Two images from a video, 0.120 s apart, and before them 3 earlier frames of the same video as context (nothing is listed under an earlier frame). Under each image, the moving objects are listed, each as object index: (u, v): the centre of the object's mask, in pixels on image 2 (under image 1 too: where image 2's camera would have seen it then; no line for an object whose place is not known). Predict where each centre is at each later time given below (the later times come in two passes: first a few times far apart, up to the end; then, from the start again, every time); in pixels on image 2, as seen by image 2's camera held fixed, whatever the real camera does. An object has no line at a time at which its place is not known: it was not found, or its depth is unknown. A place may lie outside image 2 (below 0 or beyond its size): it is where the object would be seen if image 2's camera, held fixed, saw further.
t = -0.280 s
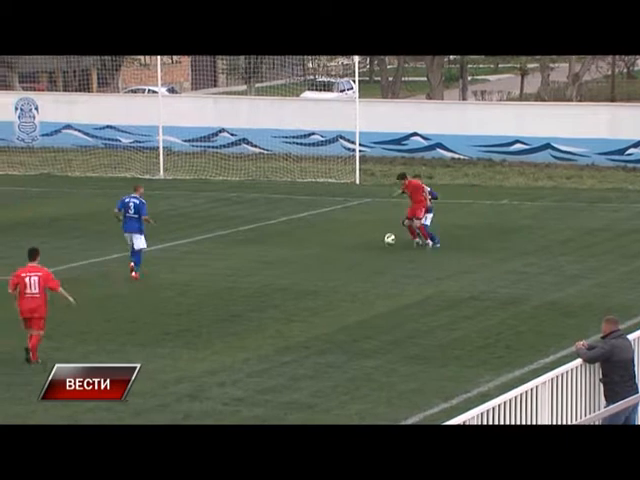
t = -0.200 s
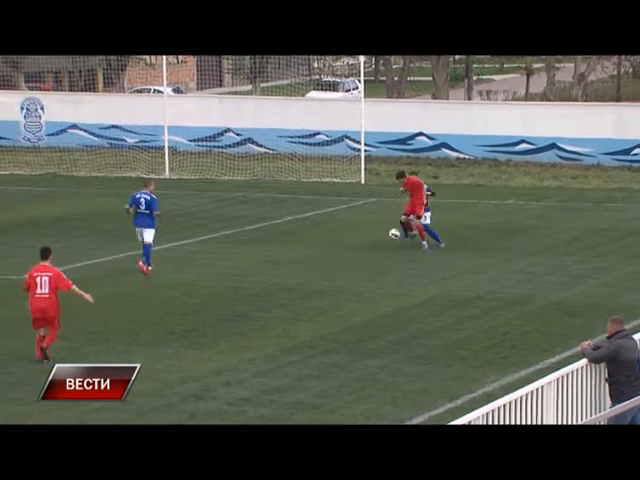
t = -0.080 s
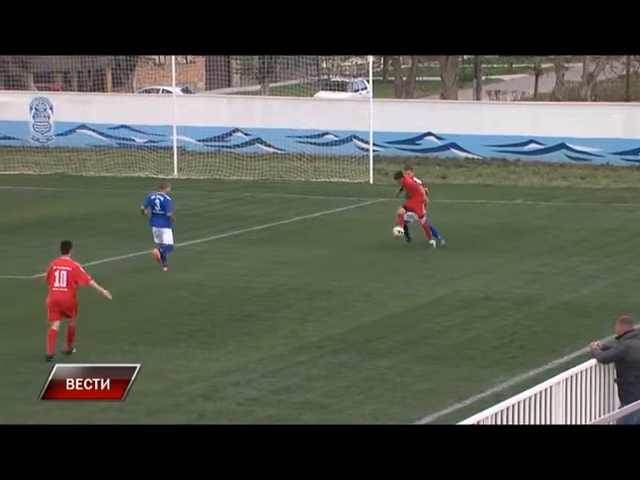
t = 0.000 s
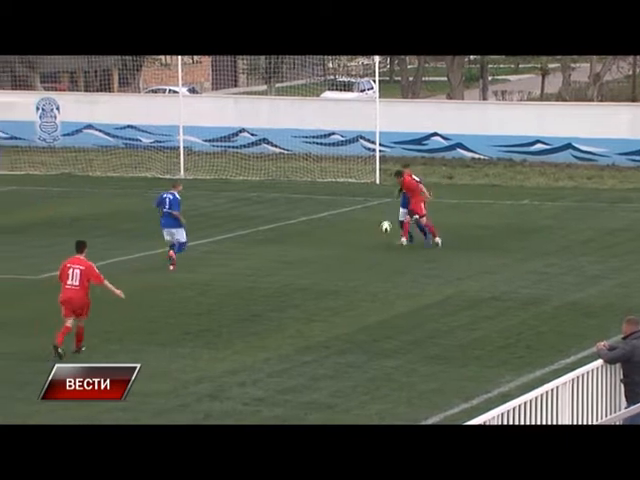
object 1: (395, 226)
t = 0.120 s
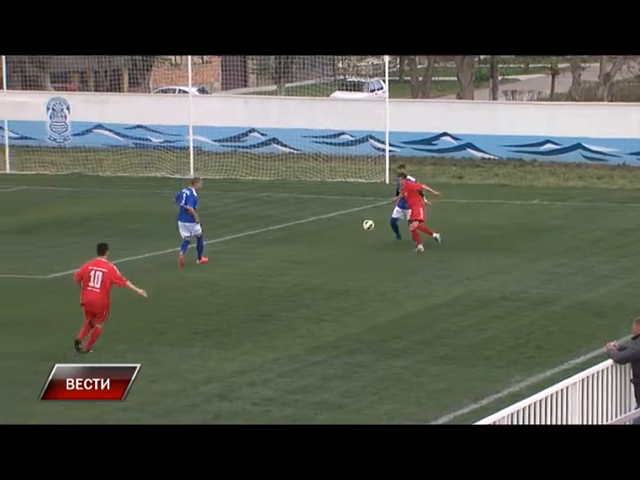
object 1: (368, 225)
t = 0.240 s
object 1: (340, 230)
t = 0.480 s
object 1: (284, 268)
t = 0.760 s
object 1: (234, 281)
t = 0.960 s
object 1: (205, 289)
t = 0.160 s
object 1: (359, 226)
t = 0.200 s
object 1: (350, 228)
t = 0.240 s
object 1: (340, 230)
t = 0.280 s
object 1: (331, 234)
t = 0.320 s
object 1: (322, 240)
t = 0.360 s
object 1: (312, 245)
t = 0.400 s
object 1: (303, 251)
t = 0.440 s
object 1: (293, 259)
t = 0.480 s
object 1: (284, 268)
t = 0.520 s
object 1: (274, 277)
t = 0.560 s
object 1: (265, 288)
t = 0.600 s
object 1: (256, 291)
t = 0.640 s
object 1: (251, 287)
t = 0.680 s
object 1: (245, 284)
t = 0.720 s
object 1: (239, 282)
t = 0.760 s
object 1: (234, 281)
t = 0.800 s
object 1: (228, 280)
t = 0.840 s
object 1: (222, 281)
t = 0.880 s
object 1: (217, 283)
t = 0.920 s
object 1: (211, 286)
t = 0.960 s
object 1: (205, 289)
